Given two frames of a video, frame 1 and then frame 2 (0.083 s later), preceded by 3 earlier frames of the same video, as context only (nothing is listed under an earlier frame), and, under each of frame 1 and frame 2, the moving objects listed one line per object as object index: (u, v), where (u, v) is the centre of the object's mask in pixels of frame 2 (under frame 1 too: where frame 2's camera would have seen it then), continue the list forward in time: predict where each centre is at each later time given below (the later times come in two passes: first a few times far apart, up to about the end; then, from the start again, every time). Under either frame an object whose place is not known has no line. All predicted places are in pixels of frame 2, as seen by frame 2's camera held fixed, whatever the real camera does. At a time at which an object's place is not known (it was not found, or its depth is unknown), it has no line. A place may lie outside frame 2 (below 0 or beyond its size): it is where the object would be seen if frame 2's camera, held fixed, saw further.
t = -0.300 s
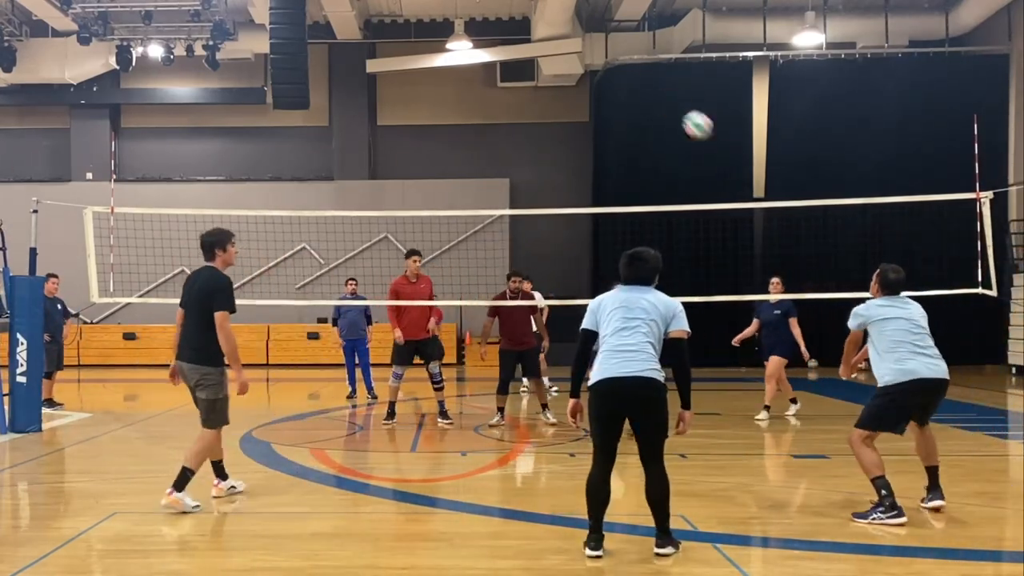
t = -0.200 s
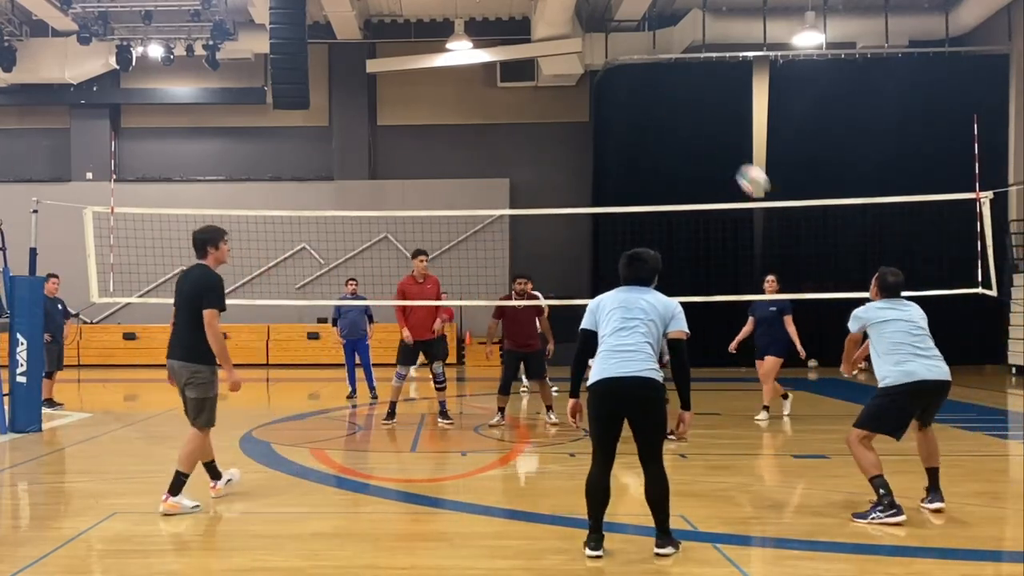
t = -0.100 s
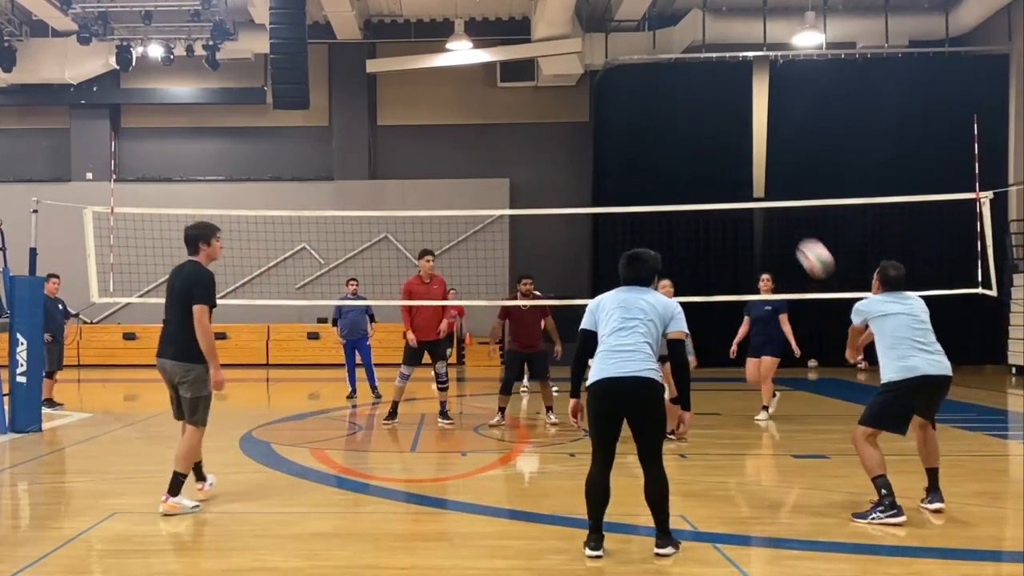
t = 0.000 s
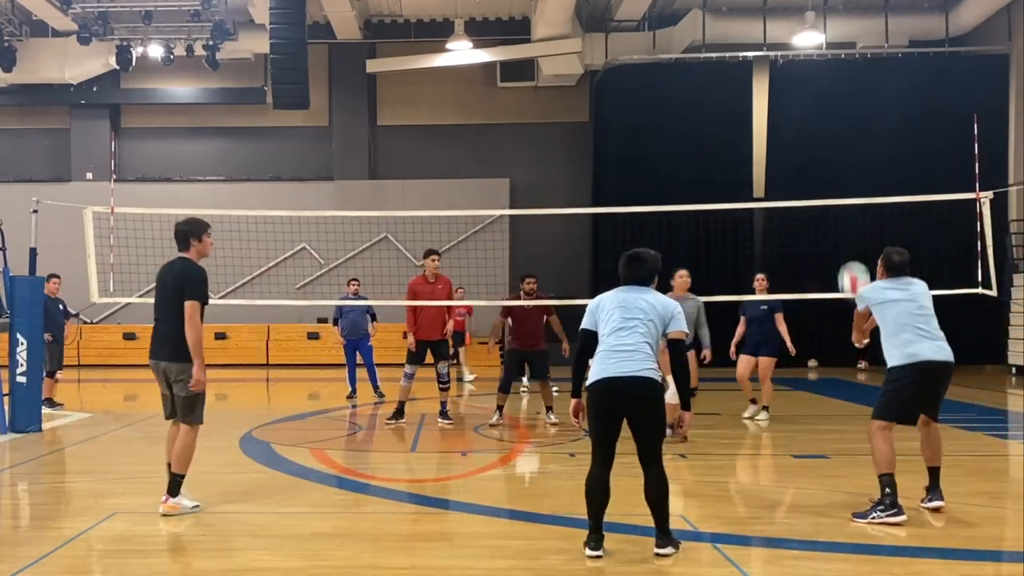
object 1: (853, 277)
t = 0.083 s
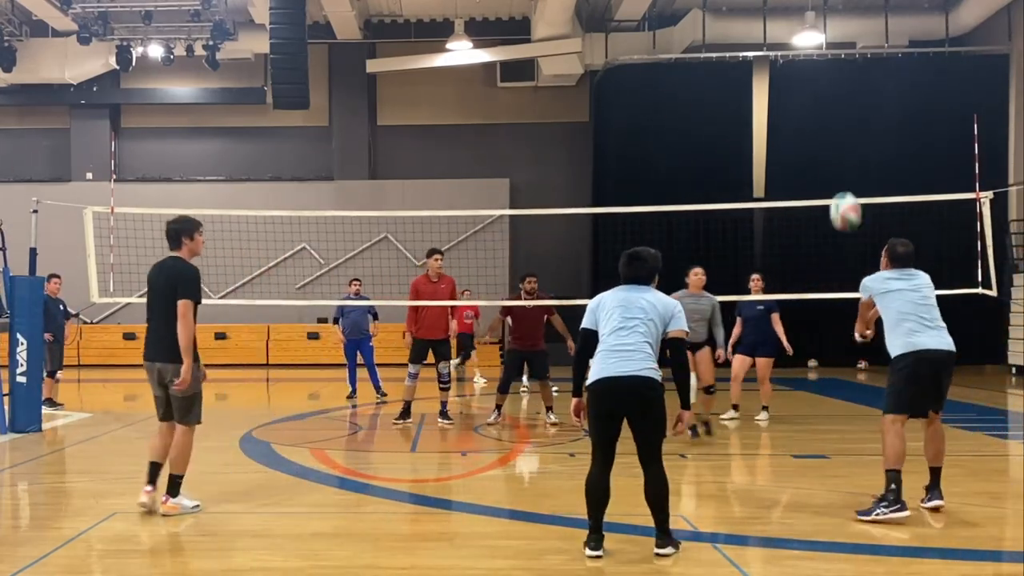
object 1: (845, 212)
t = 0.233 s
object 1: (828, 112)
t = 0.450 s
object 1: (804, 25)
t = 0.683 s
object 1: (777, 11)
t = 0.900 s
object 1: (754, 55)
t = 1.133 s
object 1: (730, 167)
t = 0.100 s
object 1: (843, 198)
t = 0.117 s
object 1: (842, 184)
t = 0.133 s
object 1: (840, 174)
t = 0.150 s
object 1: (838, 163)
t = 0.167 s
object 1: (836, 152)
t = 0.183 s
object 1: (834, 141)
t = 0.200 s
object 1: (832, 131)
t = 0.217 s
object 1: (830, 121)
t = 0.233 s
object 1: (828, 112)
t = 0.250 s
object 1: (826, 103)
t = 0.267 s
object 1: (824, 94)
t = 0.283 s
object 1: (822, 87)
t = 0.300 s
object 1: (820, 79)
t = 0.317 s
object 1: (818, 72)
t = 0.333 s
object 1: (817, 65)
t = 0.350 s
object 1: (815, 60)
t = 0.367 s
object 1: (813, 56)
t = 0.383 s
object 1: (810, 46)
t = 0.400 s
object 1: (809, 41)
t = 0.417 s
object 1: (808, 36)
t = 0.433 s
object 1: (807, 33)
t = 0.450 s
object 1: (804, 25)
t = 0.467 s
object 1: (802, 22)
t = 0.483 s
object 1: (800, 20)
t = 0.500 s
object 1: (798, 17)
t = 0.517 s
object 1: (796, 15)
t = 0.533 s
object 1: (794, 13)
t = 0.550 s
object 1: (792, 12)
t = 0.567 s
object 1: (790, 11)
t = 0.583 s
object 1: (788, 11)
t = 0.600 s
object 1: (786, 10)
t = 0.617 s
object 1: (784, 9)
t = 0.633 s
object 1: (782, 9)
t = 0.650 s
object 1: (781, 9)
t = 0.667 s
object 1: (779, 10)
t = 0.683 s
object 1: (777, 11)
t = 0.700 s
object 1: (775, 12)
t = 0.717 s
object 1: (774, 13)
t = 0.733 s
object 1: (772, 15)
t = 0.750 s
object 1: (770, 17)
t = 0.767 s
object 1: (769, 19)
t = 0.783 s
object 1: (767, 23)
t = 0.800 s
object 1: (765, 26)
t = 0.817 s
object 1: (763, 31)
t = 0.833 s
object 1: (761, 35)
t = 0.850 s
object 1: (759, 39)
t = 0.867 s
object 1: (758, 44)
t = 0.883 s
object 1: (756, 50)
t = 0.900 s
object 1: (754, 55)
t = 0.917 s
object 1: (752, 61)
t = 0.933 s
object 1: (751, 68)
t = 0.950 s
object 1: (749, 73)
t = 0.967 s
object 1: (747, 80)
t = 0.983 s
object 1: (745, 87)
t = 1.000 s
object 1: (743, 96)
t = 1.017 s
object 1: (741, 104)
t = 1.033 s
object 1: (740, 112)
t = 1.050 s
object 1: (738, 120)
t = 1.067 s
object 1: (737, 128)
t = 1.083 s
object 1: (735, 138)
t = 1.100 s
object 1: (734, 147)
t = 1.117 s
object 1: (732, 156)
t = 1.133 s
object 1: (730, 167)
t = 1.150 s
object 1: (728, 177)
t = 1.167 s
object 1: (727, 187)
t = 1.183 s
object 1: (725, 198)
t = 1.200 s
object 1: (723, 209)
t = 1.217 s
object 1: (721, 222)
